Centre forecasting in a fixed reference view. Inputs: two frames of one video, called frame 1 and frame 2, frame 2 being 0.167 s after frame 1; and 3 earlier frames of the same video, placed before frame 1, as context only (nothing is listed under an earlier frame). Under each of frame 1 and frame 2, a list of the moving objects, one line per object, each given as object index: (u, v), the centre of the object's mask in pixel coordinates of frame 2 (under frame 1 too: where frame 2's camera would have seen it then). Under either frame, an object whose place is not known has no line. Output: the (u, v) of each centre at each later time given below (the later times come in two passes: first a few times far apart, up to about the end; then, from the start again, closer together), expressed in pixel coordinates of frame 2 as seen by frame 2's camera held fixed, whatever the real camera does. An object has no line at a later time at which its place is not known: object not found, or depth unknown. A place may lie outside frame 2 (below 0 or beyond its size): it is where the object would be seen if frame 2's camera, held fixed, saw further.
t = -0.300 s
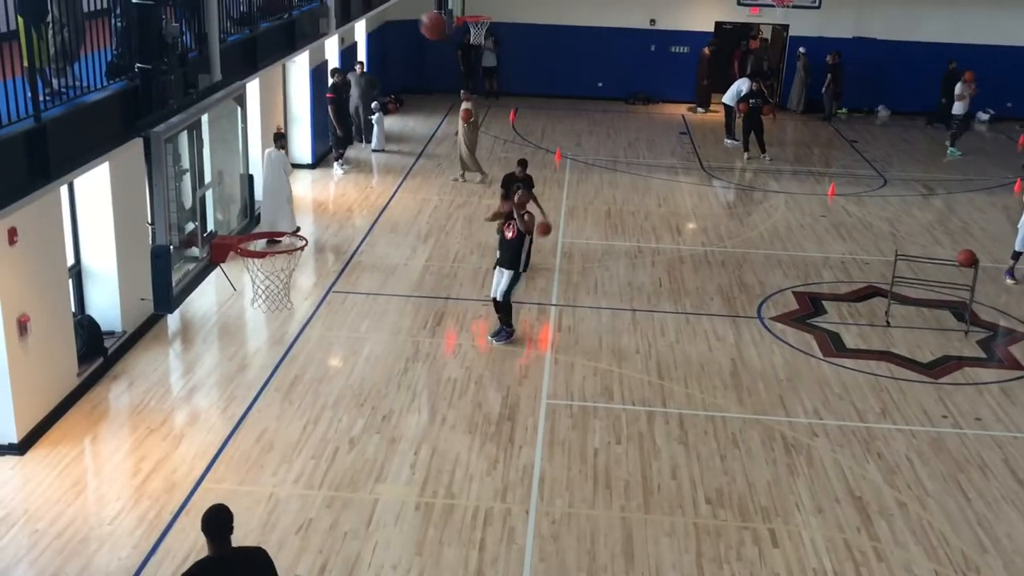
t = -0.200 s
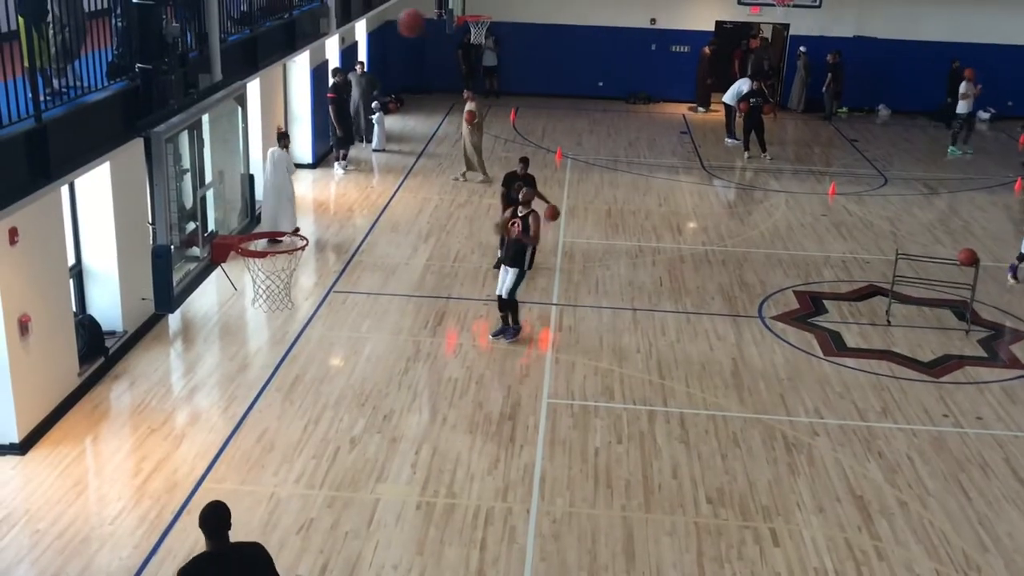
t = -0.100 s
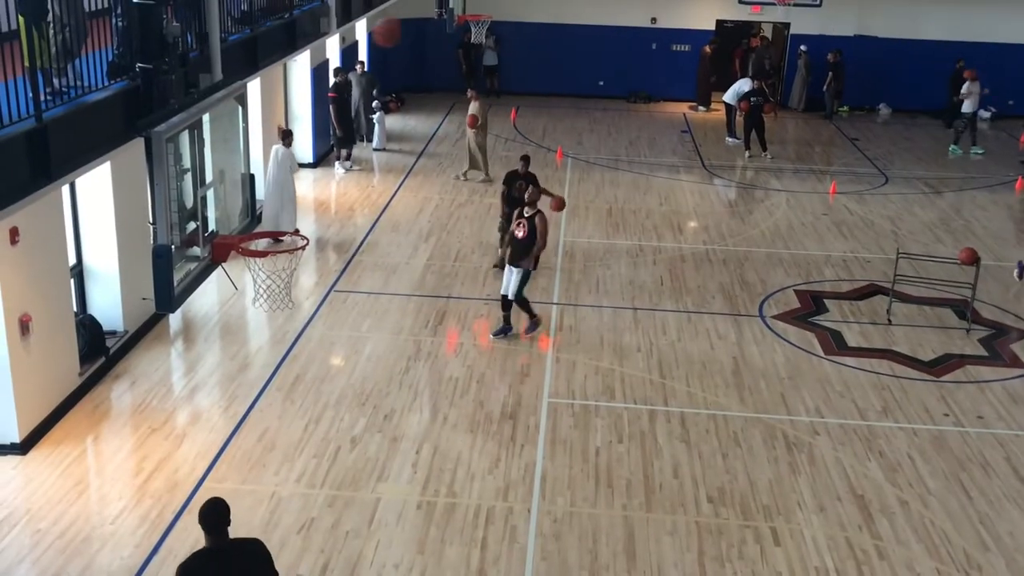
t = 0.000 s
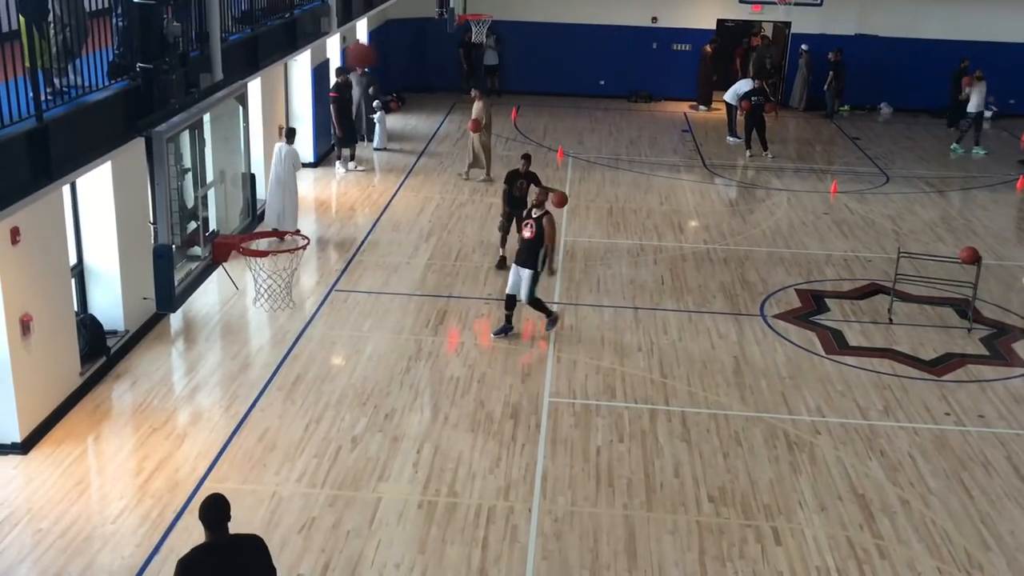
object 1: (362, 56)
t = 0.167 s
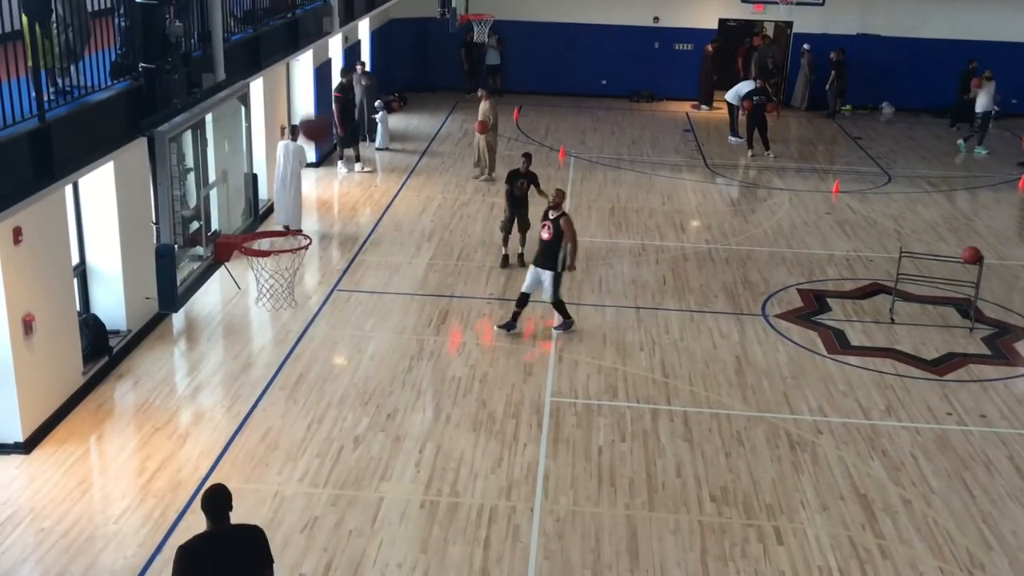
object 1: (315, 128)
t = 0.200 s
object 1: (303, 152)
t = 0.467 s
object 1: (302, 261)
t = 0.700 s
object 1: (301, 266)
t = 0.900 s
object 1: (297, 332)
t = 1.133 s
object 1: (295, 466)
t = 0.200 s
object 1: (303, 152)
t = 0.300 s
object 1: (269, 226)
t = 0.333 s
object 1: (265, 249)
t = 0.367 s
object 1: (281, 264)
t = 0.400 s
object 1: (295, 272)
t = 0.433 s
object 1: (300, 266)
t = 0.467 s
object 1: (302, 261)
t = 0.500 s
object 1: (304, 256)
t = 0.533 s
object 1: (304, 253)
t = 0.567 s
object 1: (303, 251)
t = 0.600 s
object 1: (303, 252)
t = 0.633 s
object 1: (302, 255)
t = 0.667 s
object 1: (302, 260)
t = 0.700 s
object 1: (301, 266)
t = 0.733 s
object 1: (300, 273)
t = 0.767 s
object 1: (299, 283)
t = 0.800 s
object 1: (299, 293)
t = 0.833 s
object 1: (298, 305)
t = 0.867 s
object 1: (298, 318)
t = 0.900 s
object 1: (297, 332)
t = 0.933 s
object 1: (297, 347)
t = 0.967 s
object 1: (297, 365)
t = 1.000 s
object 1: (296, 383)
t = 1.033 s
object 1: (296, 402)
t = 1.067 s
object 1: (296, 423)
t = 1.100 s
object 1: (295, 444)
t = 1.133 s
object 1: (295, 466)
